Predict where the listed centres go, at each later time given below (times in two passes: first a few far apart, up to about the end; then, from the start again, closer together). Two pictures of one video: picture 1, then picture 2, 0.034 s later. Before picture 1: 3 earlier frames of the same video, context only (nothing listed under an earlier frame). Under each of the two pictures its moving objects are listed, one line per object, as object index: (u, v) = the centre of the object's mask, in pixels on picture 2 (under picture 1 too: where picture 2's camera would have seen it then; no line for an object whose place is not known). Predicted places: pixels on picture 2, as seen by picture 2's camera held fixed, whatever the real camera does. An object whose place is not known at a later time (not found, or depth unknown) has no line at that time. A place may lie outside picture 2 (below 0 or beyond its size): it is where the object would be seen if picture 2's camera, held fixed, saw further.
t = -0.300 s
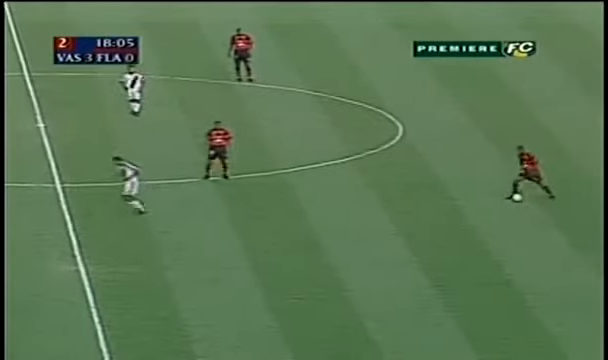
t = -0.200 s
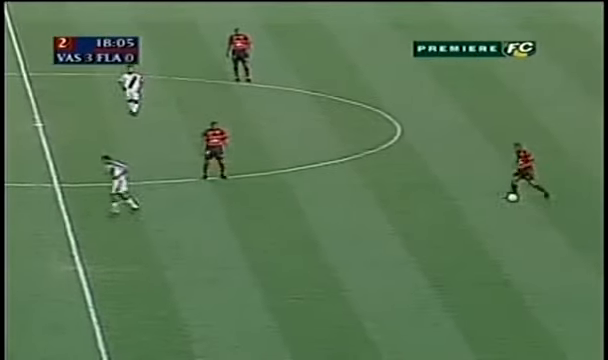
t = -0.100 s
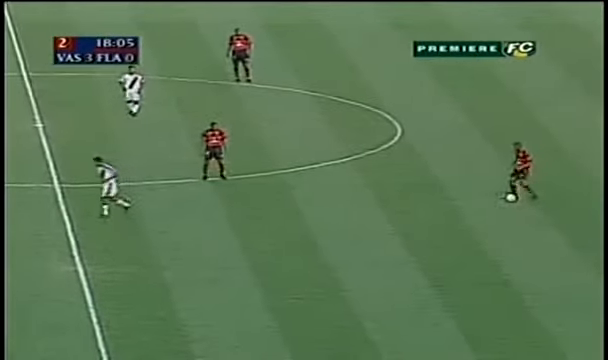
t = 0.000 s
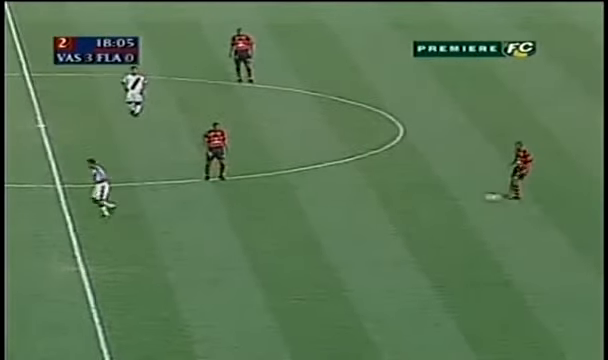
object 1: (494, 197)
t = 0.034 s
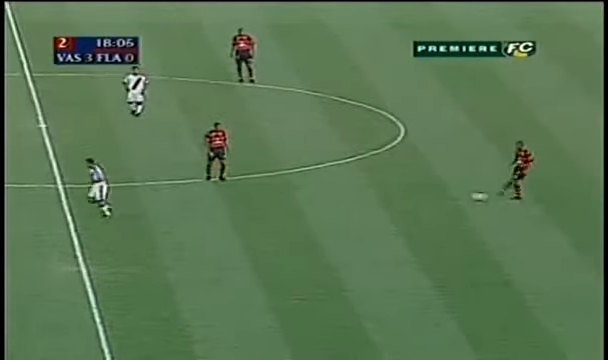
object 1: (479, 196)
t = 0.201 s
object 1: (411, 194)
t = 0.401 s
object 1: (342, 191)
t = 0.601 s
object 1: (284, 188)
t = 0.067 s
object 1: (465, 196)
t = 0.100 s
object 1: (452, 195)
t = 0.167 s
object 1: (425, 194)
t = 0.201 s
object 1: (411, 194)
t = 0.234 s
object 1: (399, 193)
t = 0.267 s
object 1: (387, 192)
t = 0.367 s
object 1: (352, 191)
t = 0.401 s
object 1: (342, 191)
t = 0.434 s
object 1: (332, 190)
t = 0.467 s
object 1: (322, 189)
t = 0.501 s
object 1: (312, 189)
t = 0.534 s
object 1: (303, 188)
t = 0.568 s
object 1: (293, 189)
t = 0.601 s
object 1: (284, 188)
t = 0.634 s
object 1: (275, 188)
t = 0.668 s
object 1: (266, 188)
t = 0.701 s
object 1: (258, 188)
